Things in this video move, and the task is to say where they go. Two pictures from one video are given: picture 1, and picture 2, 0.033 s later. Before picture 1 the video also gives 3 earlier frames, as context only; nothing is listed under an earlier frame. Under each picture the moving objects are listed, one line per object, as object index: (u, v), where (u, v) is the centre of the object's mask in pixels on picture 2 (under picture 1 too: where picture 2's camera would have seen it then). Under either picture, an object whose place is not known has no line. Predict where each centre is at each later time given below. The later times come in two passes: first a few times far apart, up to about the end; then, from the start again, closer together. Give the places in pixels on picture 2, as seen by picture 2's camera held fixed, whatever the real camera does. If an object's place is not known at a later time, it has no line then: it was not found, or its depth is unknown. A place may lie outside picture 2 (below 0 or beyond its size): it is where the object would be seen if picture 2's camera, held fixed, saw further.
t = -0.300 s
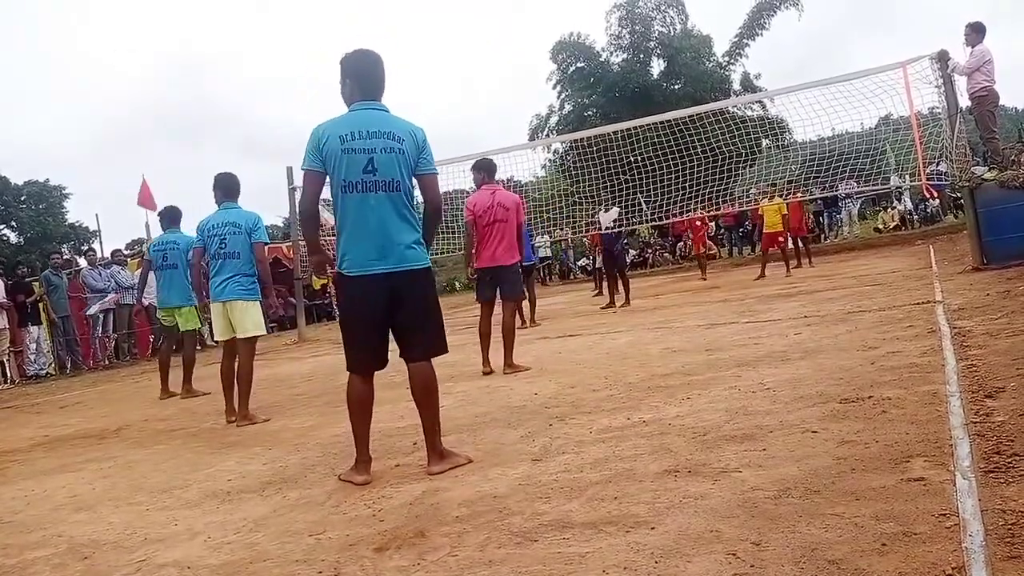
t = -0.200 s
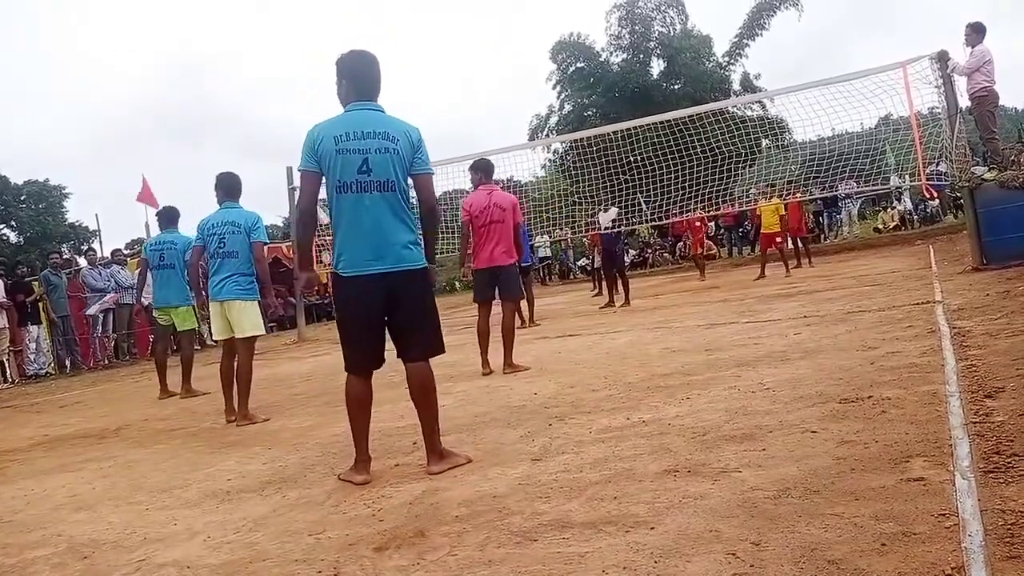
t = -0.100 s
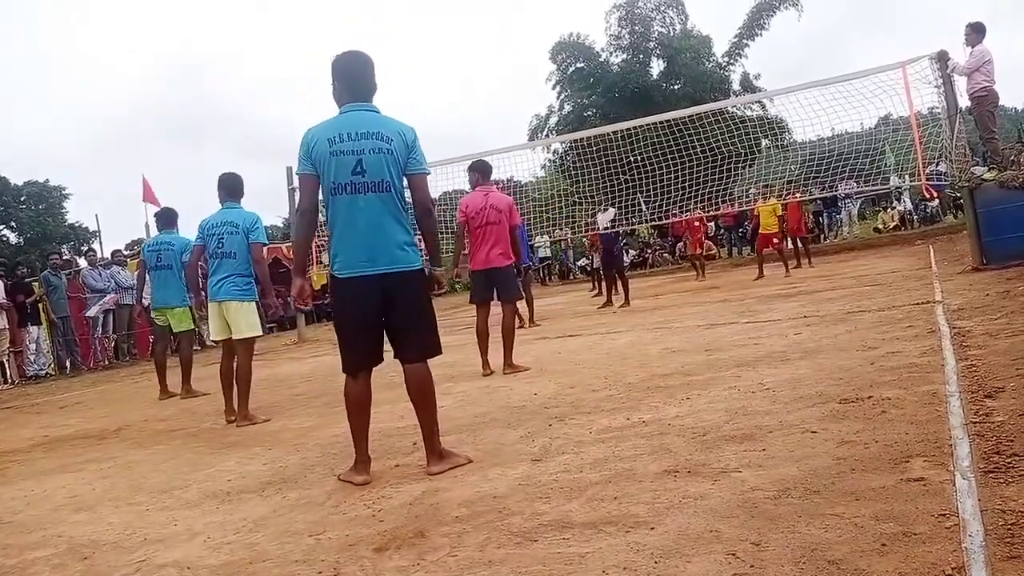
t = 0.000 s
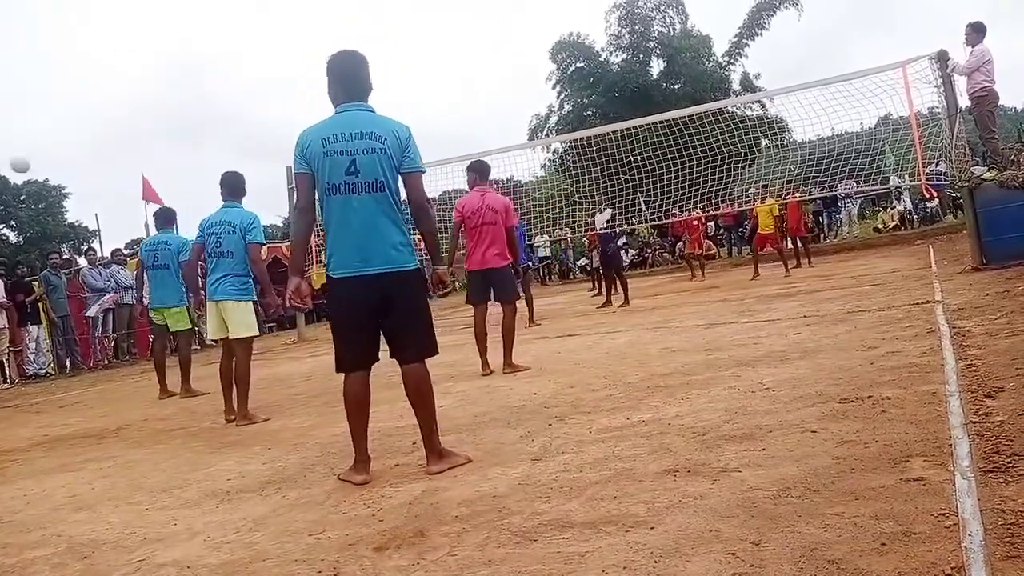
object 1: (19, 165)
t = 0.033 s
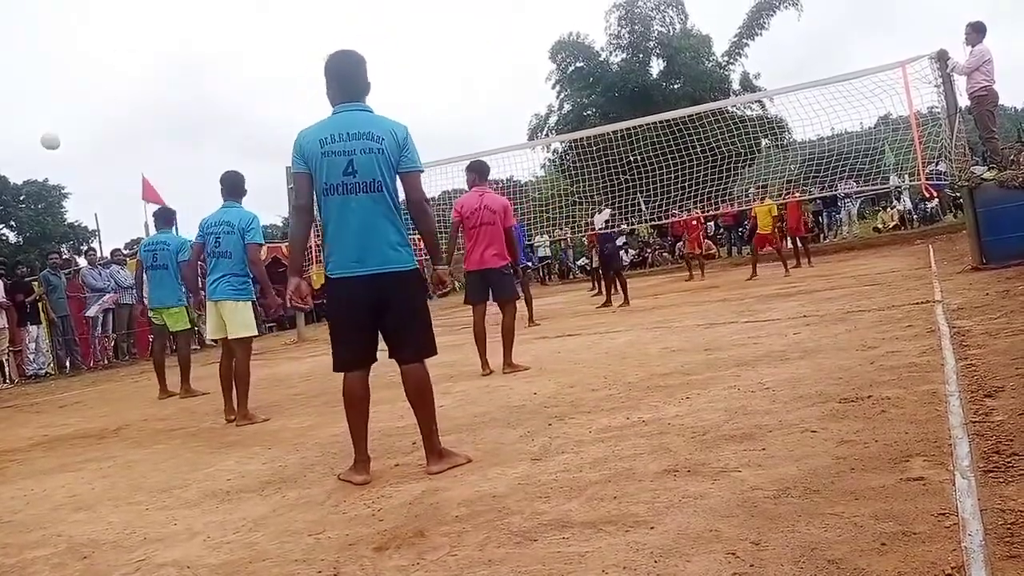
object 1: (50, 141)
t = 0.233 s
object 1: (204, 53)
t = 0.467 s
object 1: (335, 21)
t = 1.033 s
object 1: (539, 104)
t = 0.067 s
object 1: (79, 122)
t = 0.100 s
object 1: (107, 104)
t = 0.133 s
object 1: (133, 88)
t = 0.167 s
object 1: (158, 74)
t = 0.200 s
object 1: (182, 63)
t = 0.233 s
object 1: (204, 53)
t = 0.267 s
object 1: (225, 45)
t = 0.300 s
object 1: (246, 37)
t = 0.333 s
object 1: (266, 32)
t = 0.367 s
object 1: (284, 28)
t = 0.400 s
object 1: (302, 25)
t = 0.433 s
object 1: (319, 22)
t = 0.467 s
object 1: (335, 21)
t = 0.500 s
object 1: (351, 20)
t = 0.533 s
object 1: (366, 21)
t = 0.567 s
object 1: (380, 22)
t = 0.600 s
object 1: (394, 24)
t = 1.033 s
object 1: (539, 104)
